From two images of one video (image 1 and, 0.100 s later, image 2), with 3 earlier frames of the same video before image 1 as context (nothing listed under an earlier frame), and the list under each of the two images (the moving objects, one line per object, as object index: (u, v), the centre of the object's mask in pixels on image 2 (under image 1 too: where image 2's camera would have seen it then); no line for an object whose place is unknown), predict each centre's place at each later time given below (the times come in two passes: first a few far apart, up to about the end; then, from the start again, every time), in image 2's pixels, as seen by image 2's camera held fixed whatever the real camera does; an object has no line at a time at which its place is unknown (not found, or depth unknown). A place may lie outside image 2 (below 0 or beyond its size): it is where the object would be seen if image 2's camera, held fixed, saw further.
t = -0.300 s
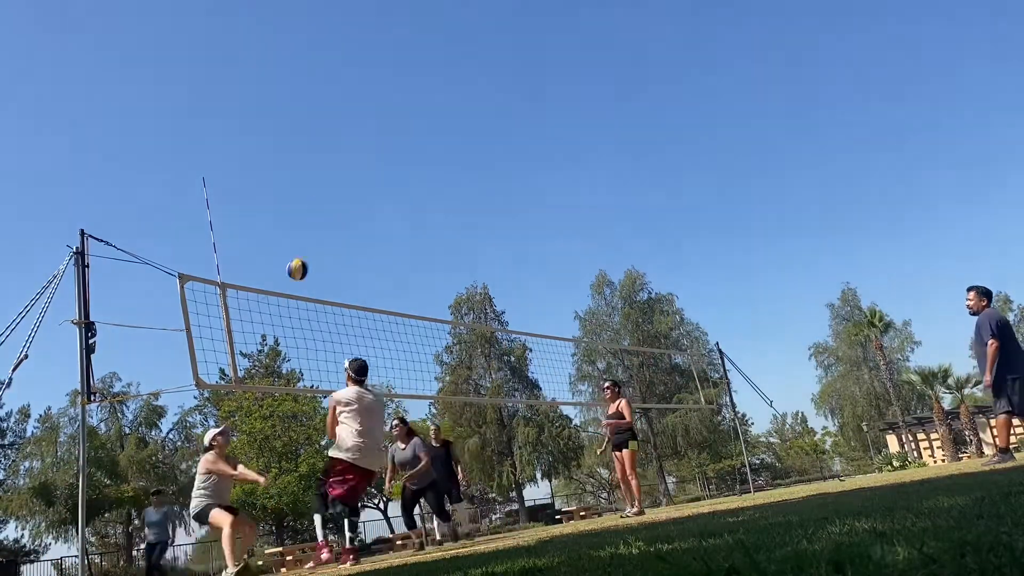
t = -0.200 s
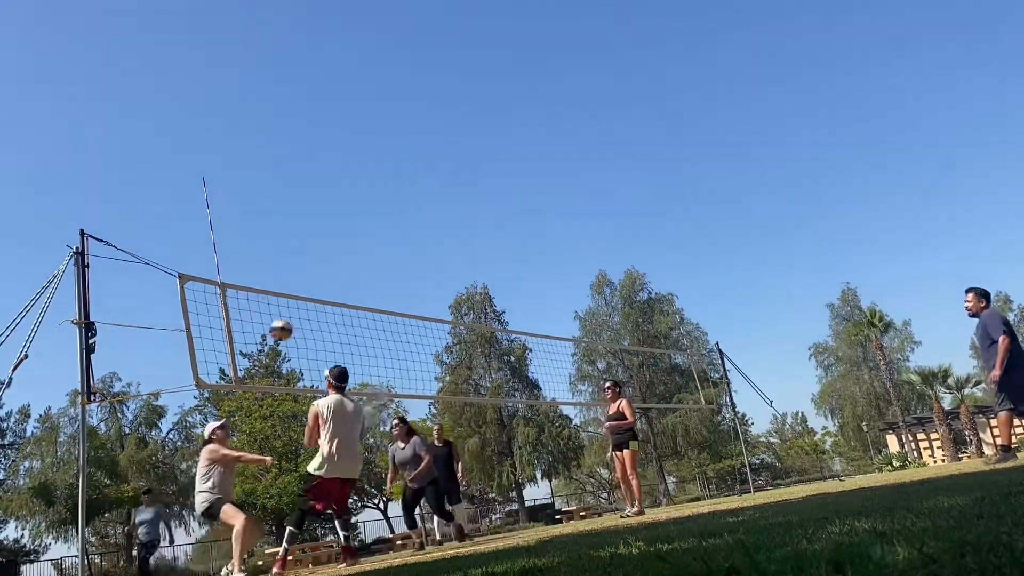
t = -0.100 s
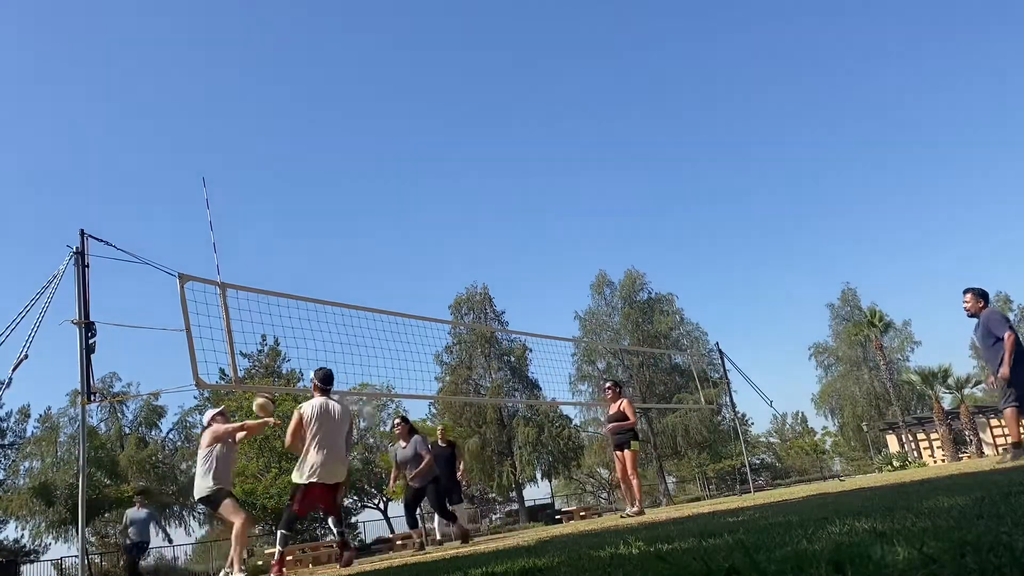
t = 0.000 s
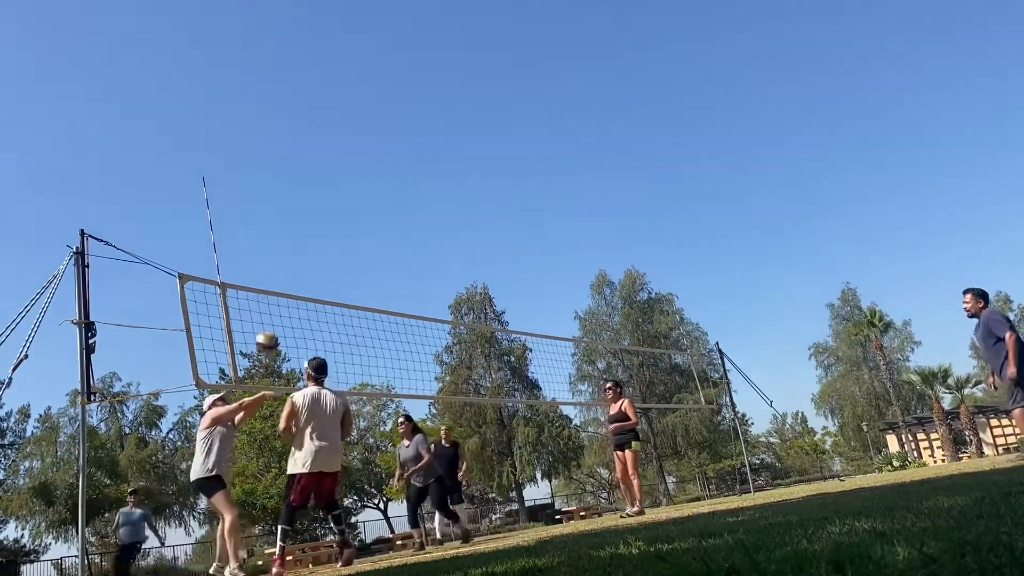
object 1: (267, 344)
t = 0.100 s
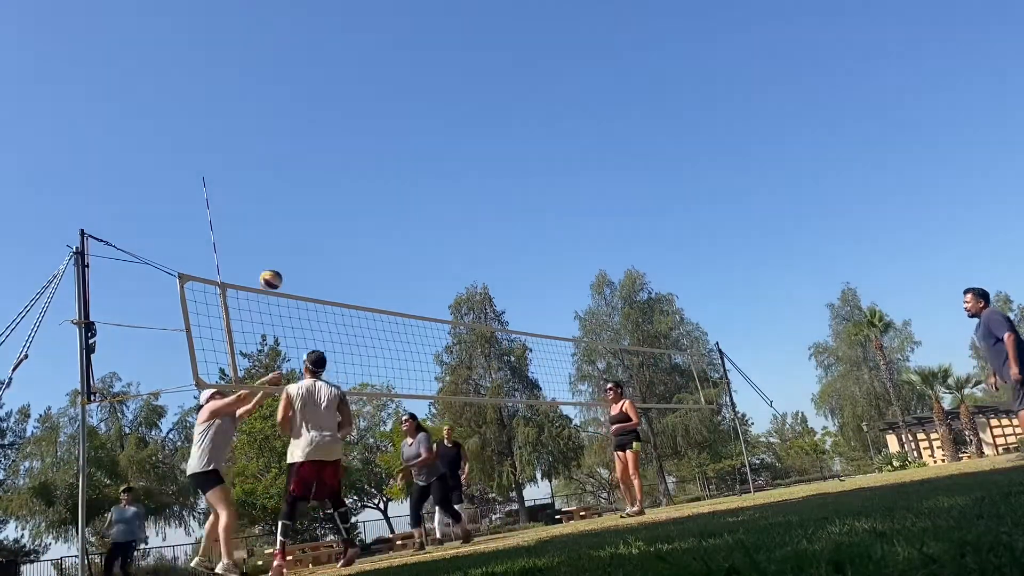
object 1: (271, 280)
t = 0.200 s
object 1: (276, 230)
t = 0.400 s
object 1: (286, 164)
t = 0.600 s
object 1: (297, 136)
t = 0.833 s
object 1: (313, 145)
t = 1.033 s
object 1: (328, 187)
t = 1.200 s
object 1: (344, 244)
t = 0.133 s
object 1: (272, 262)
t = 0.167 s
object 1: (274, 245)
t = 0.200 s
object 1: (276, 230)
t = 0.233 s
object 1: (277, 216)
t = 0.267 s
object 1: (279, 204)
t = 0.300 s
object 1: (280, 192)
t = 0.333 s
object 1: (282, 182)
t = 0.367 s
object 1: (284, 172)
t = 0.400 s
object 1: (286, 164)
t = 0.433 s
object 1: (287, 156)
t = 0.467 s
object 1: (289, 151)
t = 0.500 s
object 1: (291, 145)
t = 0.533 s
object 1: (292, 141)
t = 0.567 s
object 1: (295, 138)
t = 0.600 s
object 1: (297, 136)
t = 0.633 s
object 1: (299, 135)
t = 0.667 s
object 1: (301, 134)
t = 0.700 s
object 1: (303, 135)
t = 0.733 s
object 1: (306, 136)
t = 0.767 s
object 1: (308, 138)
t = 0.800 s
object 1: (311, 141)
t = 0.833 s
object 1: (313, 145)
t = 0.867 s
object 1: (315, 150)
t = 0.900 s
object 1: (318, 155)
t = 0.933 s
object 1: (320, 162)
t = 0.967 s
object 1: (323, 169)
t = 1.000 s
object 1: (326, 178)
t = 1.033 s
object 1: (328, 187)
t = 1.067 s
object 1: (331, 196)
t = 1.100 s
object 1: (334, 207)
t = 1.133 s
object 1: (338, 219)
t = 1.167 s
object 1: (341, 232)
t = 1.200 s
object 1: (344, 244)
